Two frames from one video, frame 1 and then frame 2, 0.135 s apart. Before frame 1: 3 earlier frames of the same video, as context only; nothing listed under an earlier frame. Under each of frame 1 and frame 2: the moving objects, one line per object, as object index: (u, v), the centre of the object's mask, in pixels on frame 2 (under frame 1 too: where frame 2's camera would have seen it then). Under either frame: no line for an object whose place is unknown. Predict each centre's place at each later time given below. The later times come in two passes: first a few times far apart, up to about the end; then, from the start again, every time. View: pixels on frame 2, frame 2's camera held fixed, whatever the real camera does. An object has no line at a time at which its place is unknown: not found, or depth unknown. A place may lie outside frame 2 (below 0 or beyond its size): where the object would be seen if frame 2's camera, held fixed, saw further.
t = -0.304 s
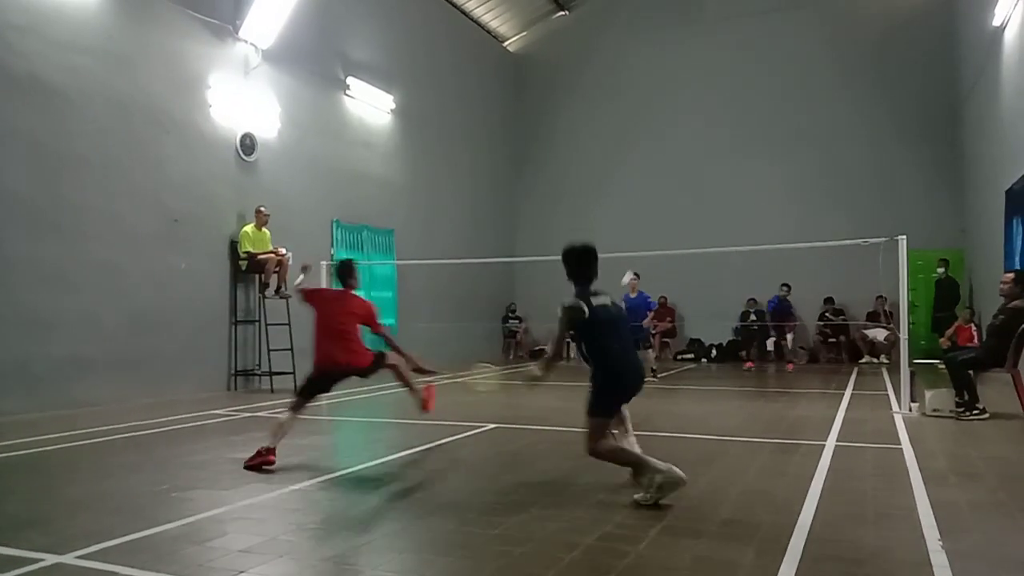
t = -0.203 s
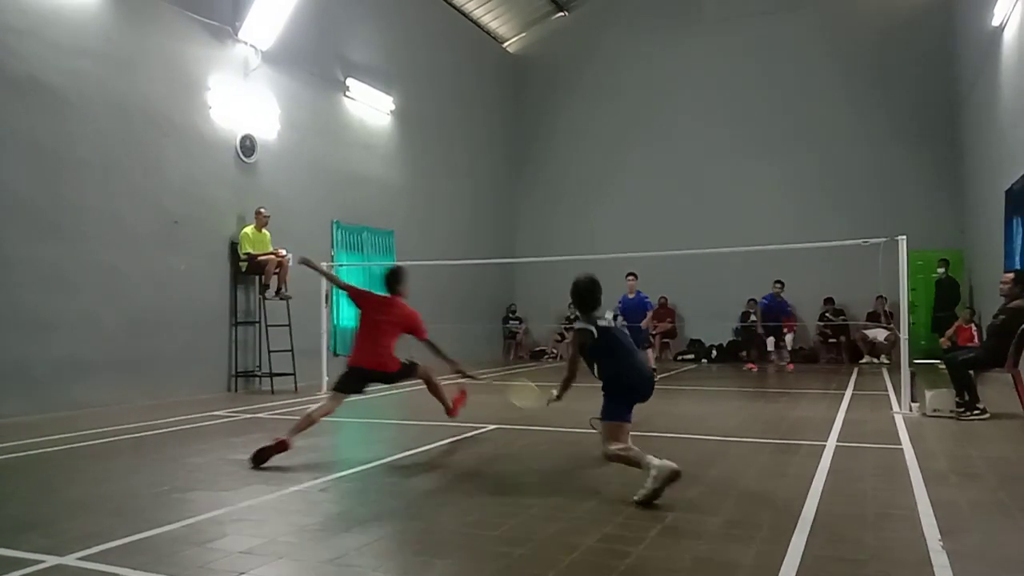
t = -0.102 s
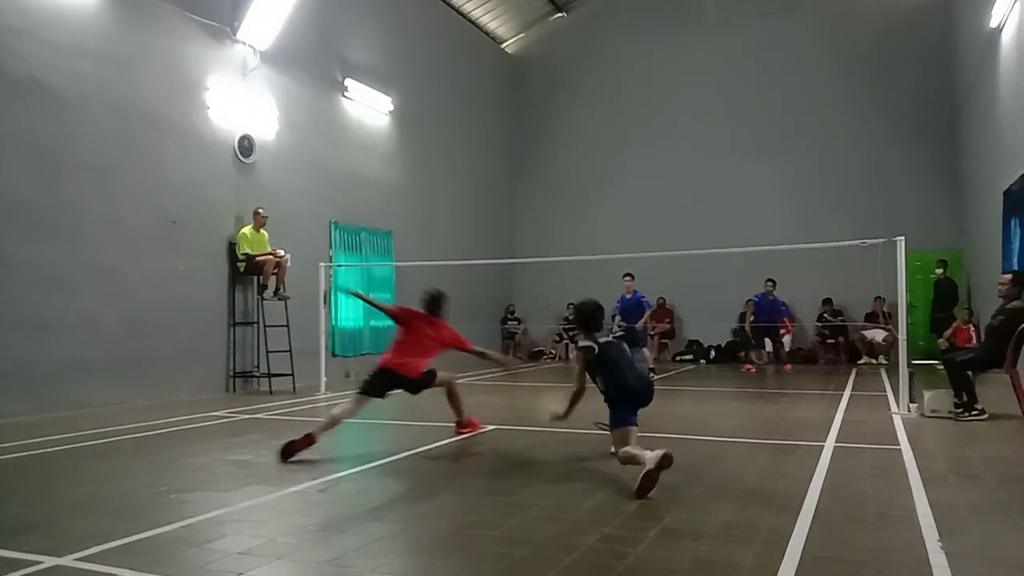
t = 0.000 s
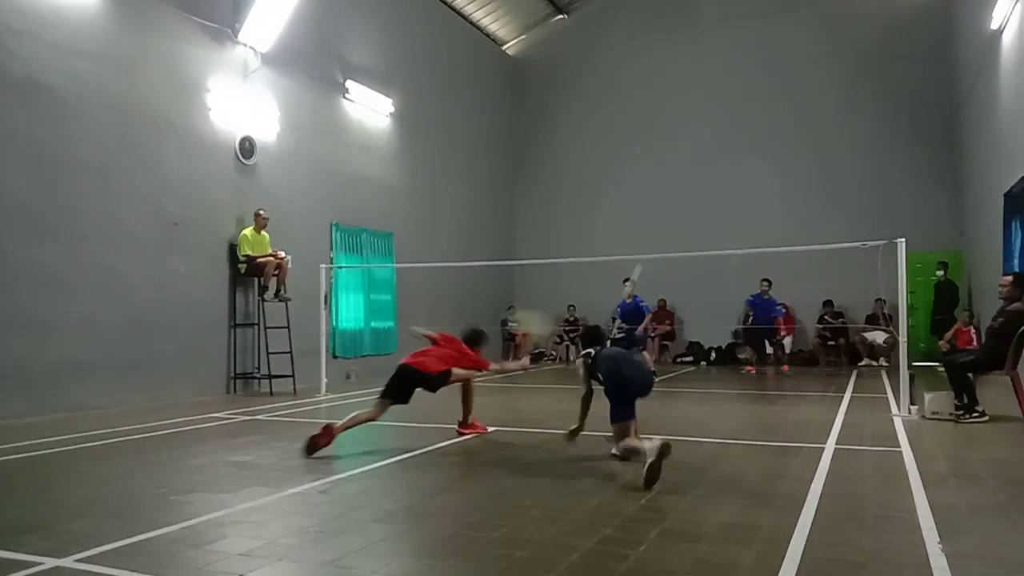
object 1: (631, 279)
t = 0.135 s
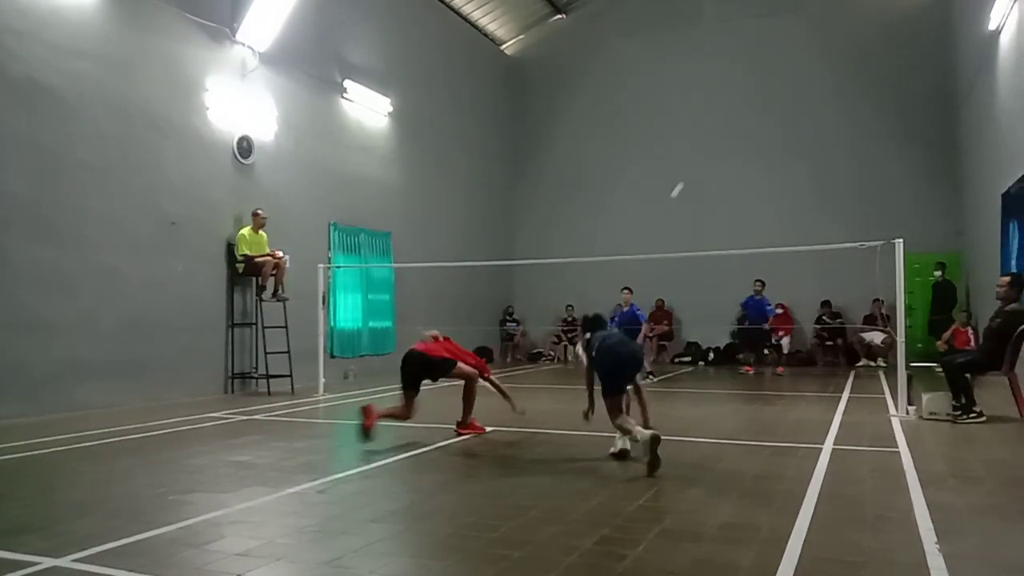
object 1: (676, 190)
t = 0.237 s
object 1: (699, 158)
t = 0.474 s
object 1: (734, 135)
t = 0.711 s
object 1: (758, 153)
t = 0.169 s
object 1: (685, 177)
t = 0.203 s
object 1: (692, 167)
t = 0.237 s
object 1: (699, 158)
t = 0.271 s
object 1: (705, 151)
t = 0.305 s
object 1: (711, 146)
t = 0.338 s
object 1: (716, 141)
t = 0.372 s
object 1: (721, 139)
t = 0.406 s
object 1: (725, 137)
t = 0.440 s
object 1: (730, 136)
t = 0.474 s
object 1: (734, 135)
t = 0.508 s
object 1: (738, 136)
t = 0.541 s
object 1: (741, 137)
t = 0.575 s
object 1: (745, 139)
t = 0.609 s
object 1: (749, 142)
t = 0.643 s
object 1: (752, 145)
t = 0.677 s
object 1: (754, 149)
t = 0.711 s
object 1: (758, 153)
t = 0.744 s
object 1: (761, 158)
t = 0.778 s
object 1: (764, 164)
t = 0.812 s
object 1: (767, 170)
